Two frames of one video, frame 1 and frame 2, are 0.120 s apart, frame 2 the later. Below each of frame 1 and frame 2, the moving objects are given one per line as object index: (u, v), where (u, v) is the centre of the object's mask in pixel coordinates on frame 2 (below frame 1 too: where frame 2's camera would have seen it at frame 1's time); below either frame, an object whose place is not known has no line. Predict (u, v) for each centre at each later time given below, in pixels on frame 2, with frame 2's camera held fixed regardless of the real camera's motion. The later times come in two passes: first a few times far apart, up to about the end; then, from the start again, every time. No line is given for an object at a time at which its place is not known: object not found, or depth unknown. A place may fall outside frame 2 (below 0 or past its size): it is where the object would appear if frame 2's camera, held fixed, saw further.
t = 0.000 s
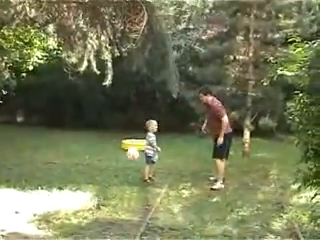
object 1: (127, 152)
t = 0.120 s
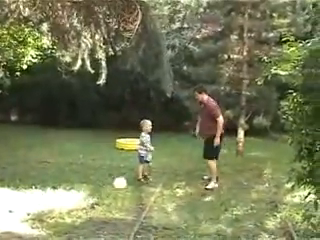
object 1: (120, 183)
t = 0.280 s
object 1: (115, 166)
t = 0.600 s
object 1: (105, 179)
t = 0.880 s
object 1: (95, 184)
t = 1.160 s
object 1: (85, 192)
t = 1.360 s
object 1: (80, 198)
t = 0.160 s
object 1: (119, 179)
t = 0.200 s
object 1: (118, 174)
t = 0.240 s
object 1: (116, 169)
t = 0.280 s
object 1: (115, 166)
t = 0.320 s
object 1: (114, 165)
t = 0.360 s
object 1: (113, 163)
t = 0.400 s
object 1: (111, 163)
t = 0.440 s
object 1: (110, 164)
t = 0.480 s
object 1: (109, 166)
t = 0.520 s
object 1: (108, 170)
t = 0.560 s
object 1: (107, 174)
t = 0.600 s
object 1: (105, 179)
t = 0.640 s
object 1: (104, 185)
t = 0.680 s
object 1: (103, 189)
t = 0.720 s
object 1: (102, 187)
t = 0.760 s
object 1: (100, 185)
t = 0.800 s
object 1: (98, 183)
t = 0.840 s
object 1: (97, 183)
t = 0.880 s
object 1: (95, 184)
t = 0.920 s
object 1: (94, 185)
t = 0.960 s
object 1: (92, 189)
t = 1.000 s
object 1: (90, 193)
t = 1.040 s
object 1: (90, 193)
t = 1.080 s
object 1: (88, 191)
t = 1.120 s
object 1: (86, 191)
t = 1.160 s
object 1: (85, 192)
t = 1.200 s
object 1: (83, 194)
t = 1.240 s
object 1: (81, 195)
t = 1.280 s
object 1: (81, 198)
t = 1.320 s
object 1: (80, 198)
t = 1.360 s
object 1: (80, 198)
